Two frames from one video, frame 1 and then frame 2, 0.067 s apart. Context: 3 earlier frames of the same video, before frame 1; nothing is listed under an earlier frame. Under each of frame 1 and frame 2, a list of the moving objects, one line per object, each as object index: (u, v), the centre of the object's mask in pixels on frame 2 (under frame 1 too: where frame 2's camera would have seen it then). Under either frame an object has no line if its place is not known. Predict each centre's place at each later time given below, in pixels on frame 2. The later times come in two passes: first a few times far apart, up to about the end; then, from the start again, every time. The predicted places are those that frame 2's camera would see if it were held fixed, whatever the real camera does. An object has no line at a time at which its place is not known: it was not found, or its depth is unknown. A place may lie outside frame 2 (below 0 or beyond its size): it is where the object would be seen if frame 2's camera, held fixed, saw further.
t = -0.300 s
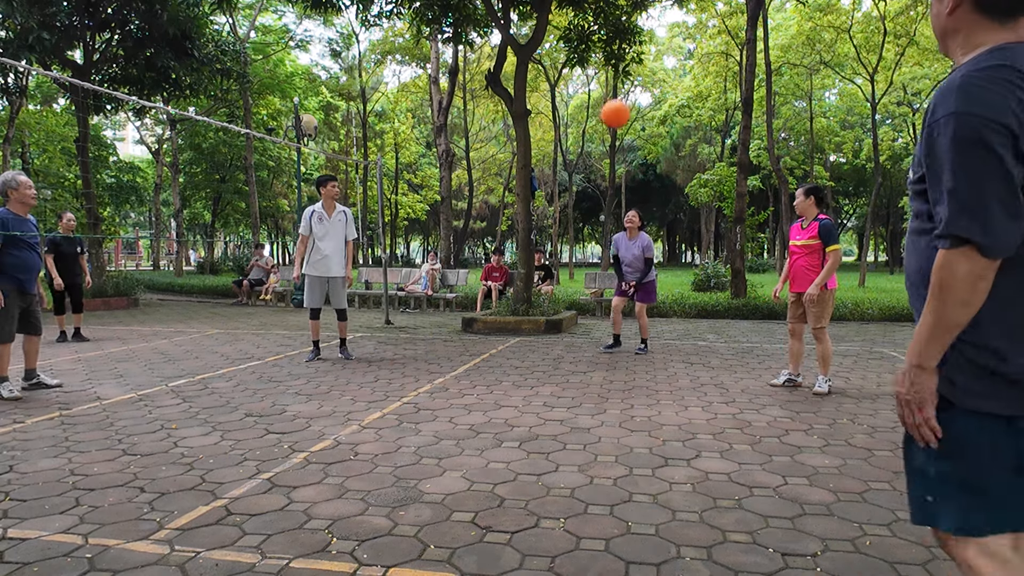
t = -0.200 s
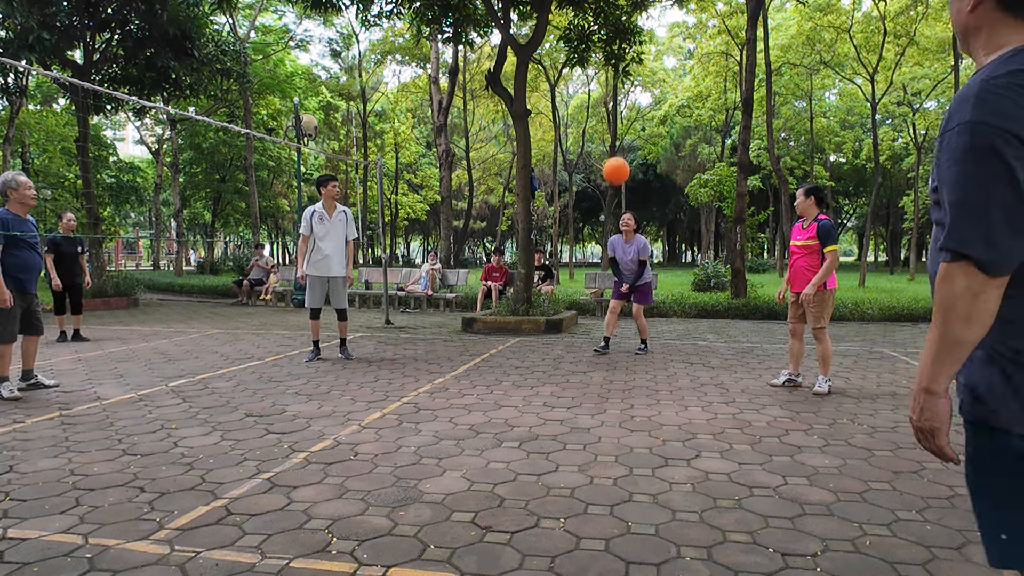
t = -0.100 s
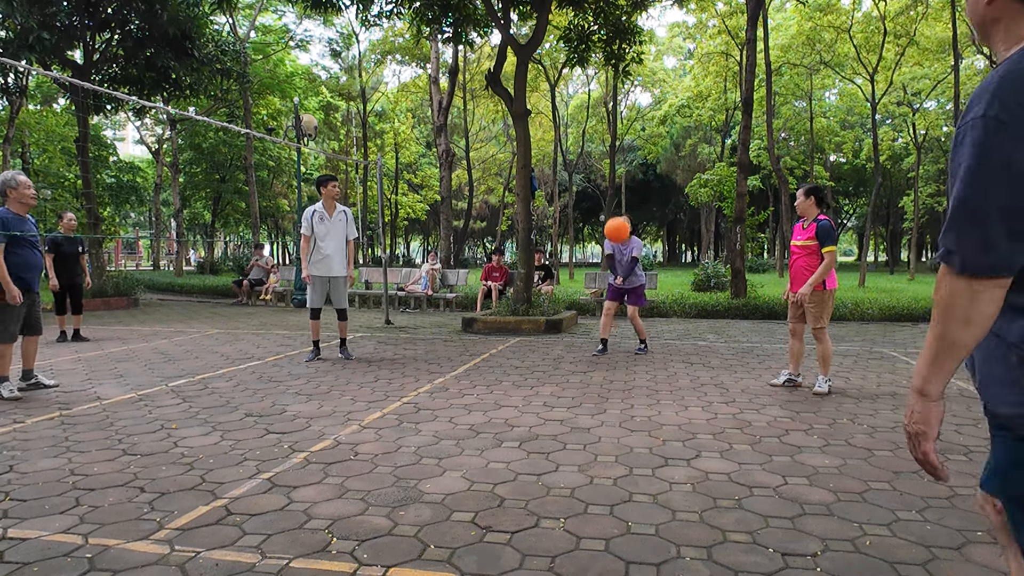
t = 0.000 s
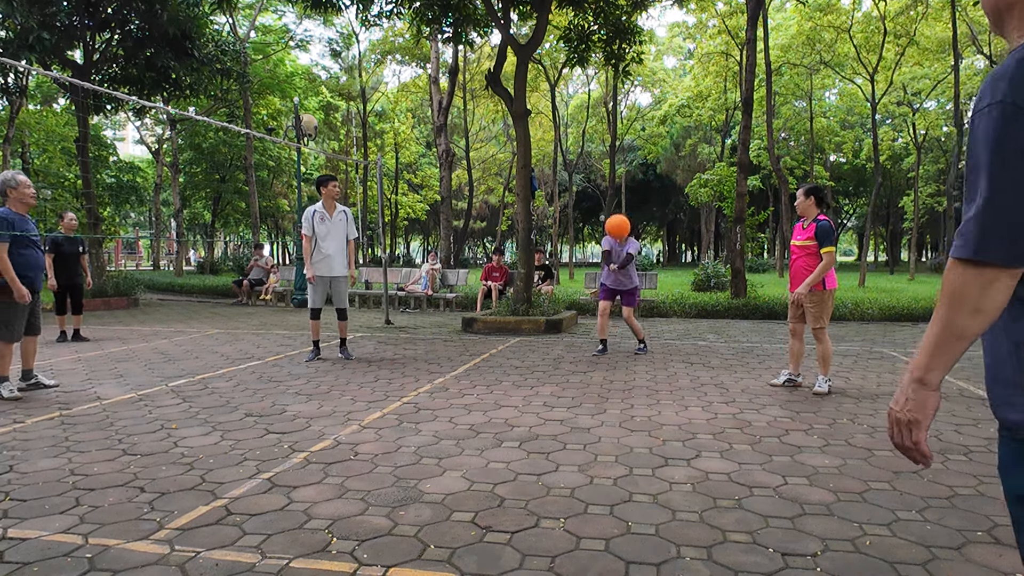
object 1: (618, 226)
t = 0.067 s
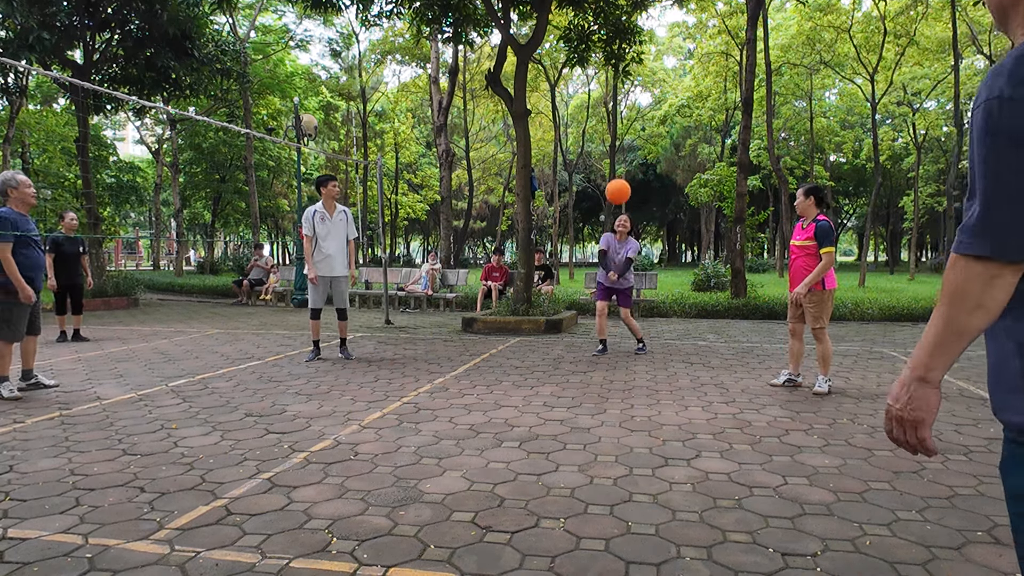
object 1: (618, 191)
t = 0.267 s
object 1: (618, 111)
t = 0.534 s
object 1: (617, 69)
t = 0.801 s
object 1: (615, 106)
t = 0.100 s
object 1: (618, 175)
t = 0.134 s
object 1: (618, 160)
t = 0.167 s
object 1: (618, 147)
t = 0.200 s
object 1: (618, 133)
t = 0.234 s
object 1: (618, 122)
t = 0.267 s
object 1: (618, 111)
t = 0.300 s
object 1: (618, 102)
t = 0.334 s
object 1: (618, 94)
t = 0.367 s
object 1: (618, 87)
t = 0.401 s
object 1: (618, 81)
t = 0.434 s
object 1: (618, 76)
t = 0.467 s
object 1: (617, 72)
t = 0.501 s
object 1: (618, 70)
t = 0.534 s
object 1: (617, 69)
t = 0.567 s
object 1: (617, 69)
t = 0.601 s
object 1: (617, 70)
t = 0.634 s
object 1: (617, 72)
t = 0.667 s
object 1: (616, 77)
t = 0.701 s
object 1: (616, 82)
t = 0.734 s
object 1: (616, 89)
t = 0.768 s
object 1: (615, 97)
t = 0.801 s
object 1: (615, 106)
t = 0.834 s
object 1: (615, 116)
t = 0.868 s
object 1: (615, 128)
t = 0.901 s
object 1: (615, 141)
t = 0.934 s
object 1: (614, 155)
